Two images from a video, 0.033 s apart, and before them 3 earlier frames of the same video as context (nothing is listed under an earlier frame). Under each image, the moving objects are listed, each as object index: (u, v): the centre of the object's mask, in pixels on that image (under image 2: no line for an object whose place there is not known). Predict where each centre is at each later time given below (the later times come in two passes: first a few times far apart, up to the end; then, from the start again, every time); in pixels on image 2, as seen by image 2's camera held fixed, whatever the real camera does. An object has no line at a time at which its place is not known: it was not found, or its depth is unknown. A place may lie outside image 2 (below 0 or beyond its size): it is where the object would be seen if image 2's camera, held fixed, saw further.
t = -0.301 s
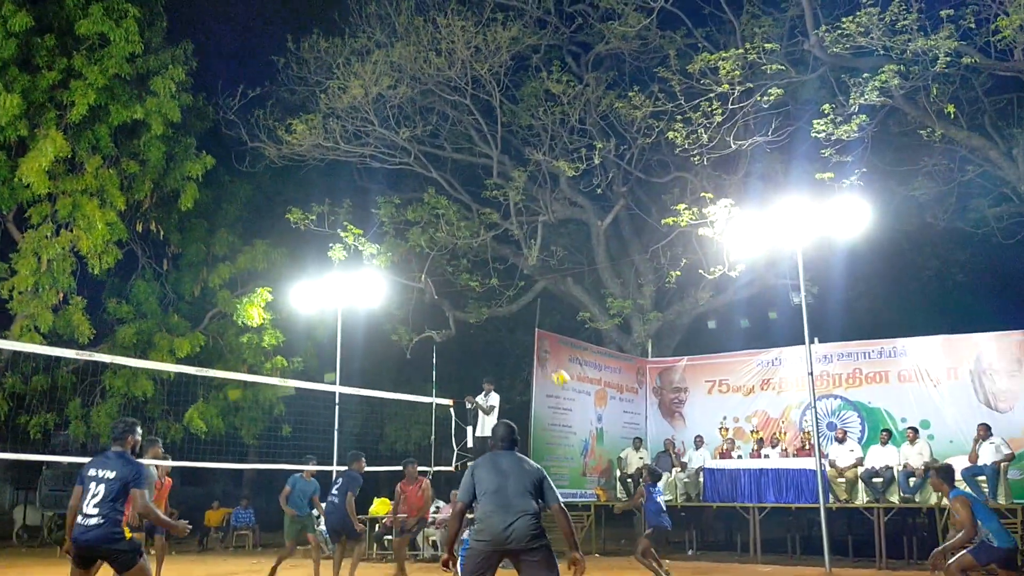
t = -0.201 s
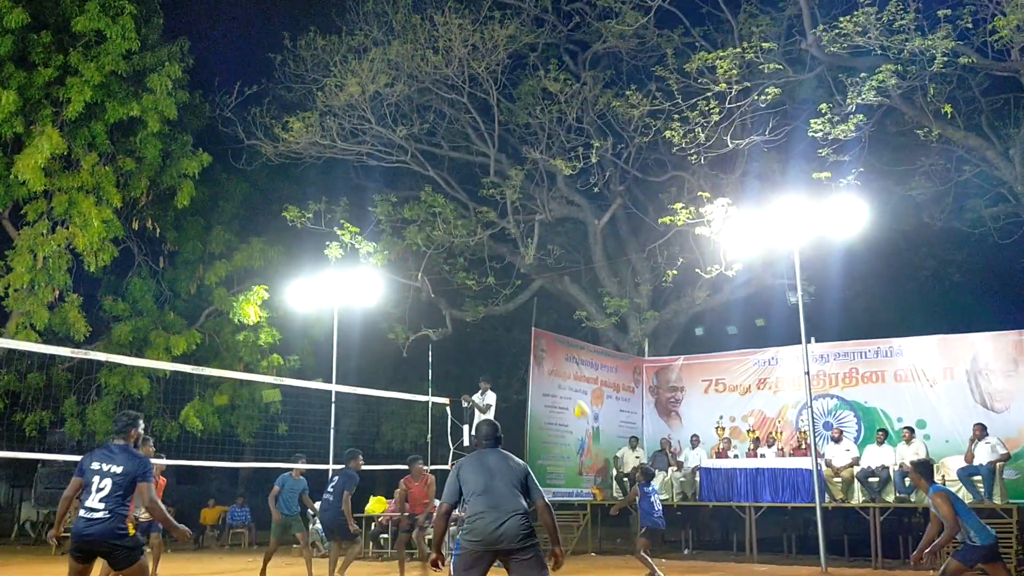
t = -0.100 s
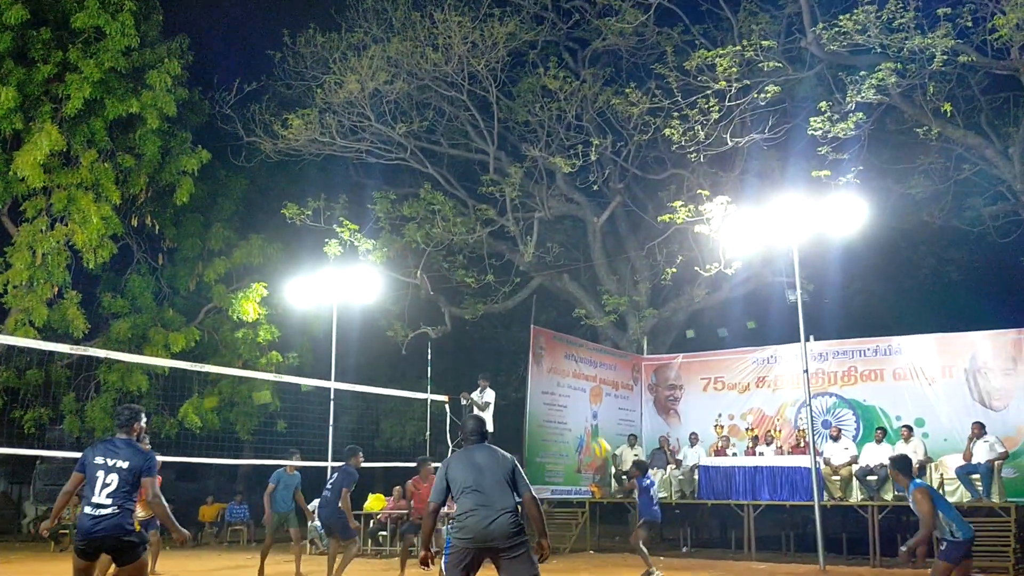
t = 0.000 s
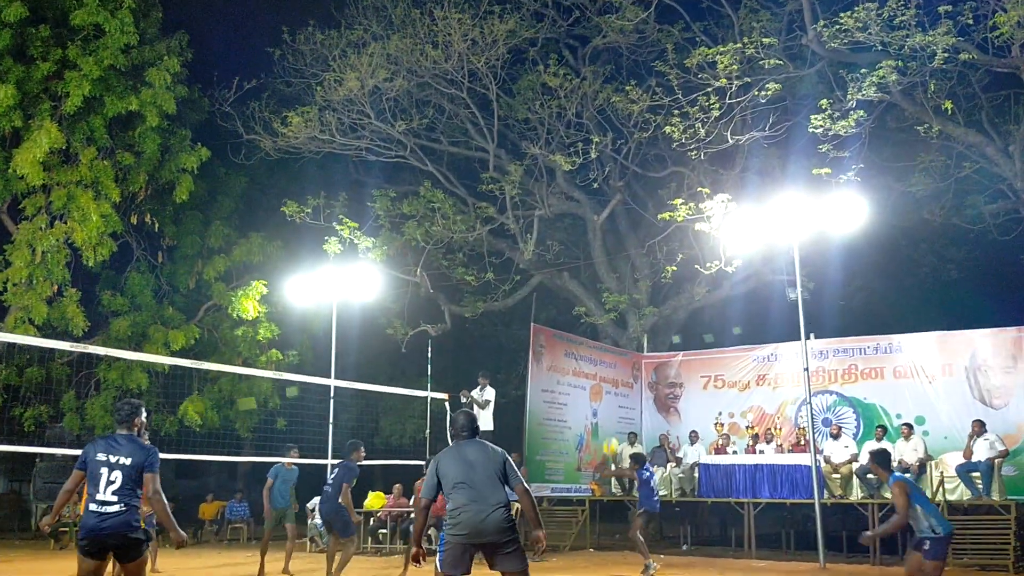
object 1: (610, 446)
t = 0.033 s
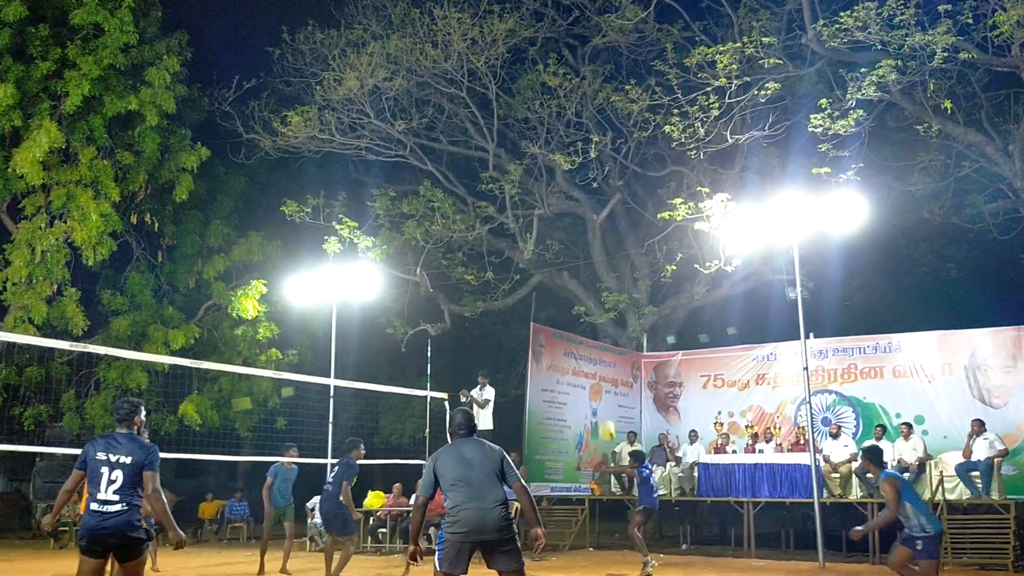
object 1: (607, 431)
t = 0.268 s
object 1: (592, 345)
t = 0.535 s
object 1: (576, 297)
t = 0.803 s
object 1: (561, 298)
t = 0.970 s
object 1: (552, 323)
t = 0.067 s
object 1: (605, 416)
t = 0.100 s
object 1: (603, 402)
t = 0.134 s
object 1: (601, 388)
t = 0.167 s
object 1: (599, 377)
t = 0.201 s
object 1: (596, 365)
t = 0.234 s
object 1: (595, 354)
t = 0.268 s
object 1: (592, 345)
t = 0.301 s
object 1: (589, 337)
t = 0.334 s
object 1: (588, 329)
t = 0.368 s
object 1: (586, 322)
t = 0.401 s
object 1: (583, 315)
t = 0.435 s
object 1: (581, 310)
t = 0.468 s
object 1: (579, 305)
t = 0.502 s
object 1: (578, 301)
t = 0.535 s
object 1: (576, 297)
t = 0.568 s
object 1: (574, 295)
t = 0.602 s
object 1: (572, 293)
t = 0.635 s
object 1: (570, 292)
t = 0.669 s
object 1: (568, 292)
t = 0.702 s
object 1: (566, 292)
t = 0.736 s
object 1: (564, 293)
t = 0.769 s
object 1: (562, 295)
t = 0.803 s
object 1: (561, 298)
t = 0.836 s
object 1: (559, 301)
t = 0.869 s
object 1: (557, 305)
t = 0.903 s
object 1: (555, 310)
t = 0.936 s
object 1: (554, 316)
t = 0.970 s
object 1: (552, 323)
